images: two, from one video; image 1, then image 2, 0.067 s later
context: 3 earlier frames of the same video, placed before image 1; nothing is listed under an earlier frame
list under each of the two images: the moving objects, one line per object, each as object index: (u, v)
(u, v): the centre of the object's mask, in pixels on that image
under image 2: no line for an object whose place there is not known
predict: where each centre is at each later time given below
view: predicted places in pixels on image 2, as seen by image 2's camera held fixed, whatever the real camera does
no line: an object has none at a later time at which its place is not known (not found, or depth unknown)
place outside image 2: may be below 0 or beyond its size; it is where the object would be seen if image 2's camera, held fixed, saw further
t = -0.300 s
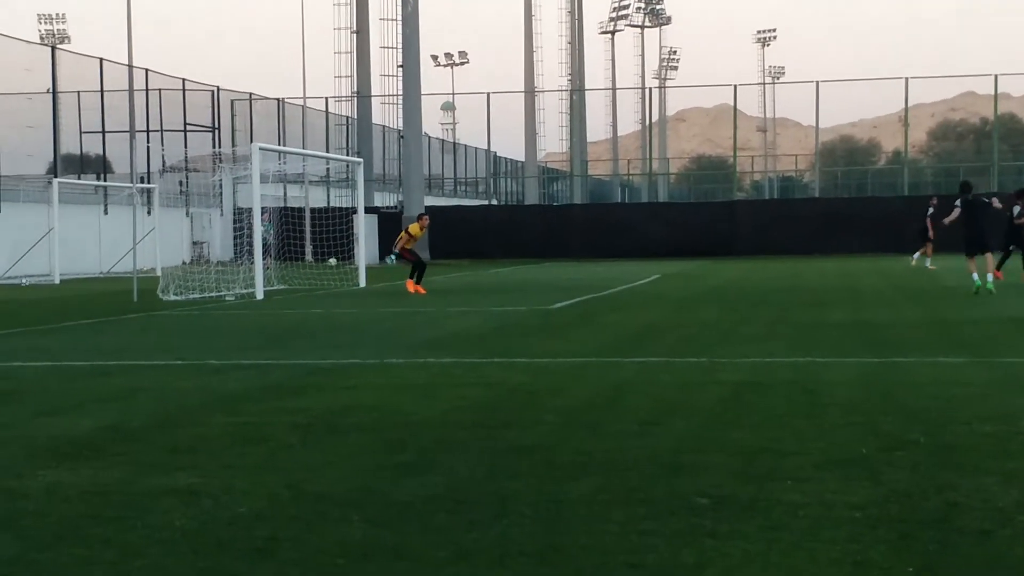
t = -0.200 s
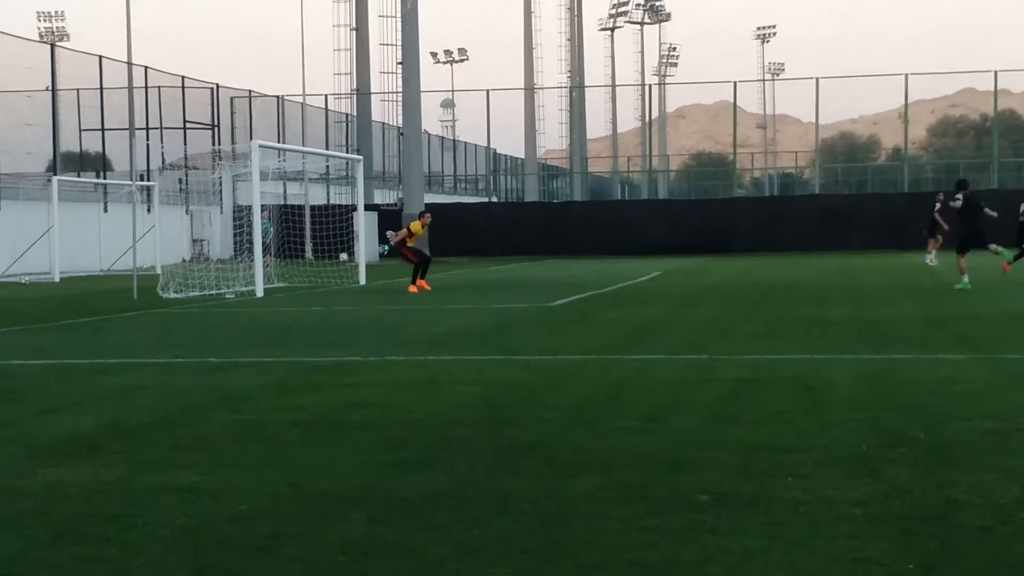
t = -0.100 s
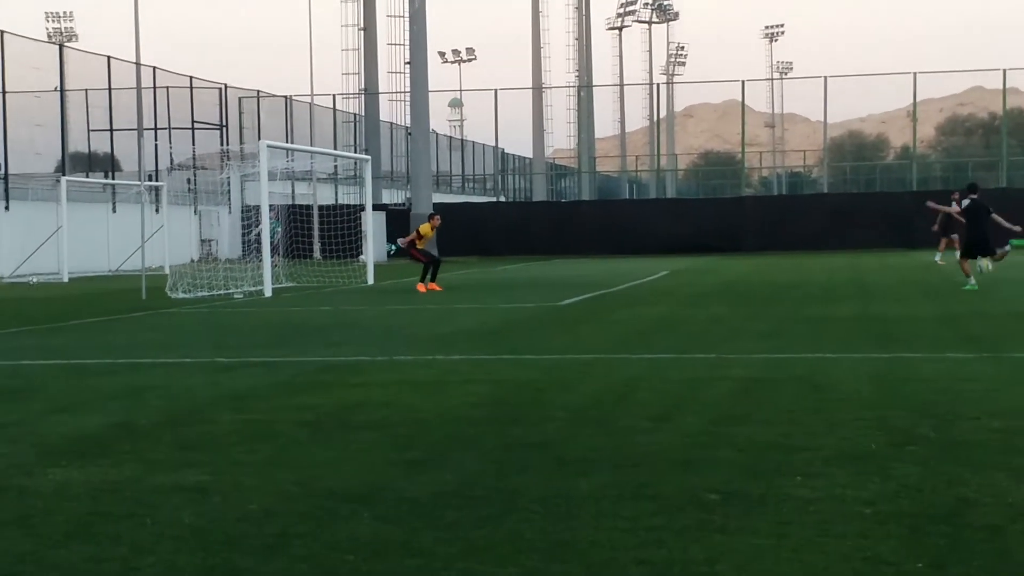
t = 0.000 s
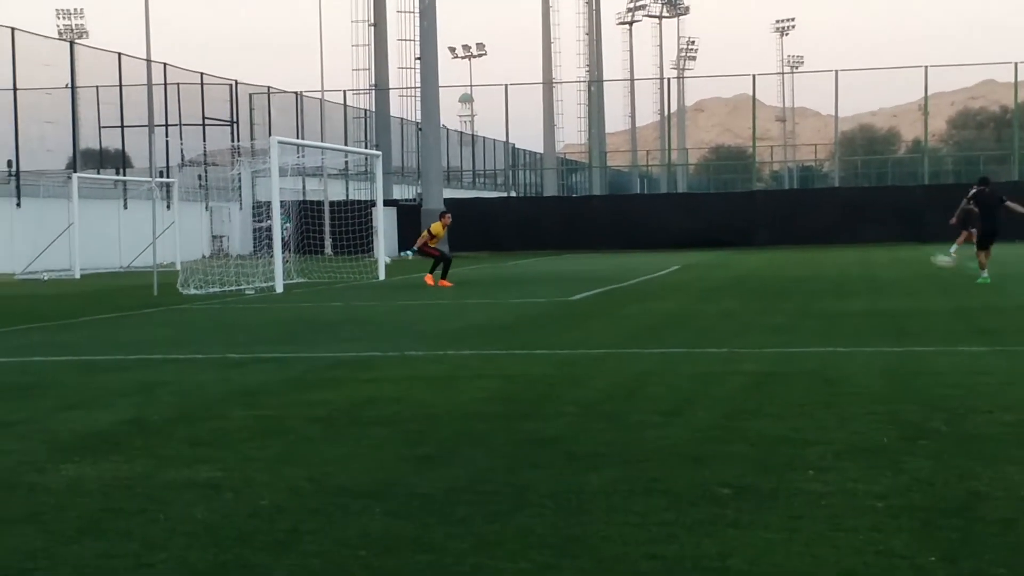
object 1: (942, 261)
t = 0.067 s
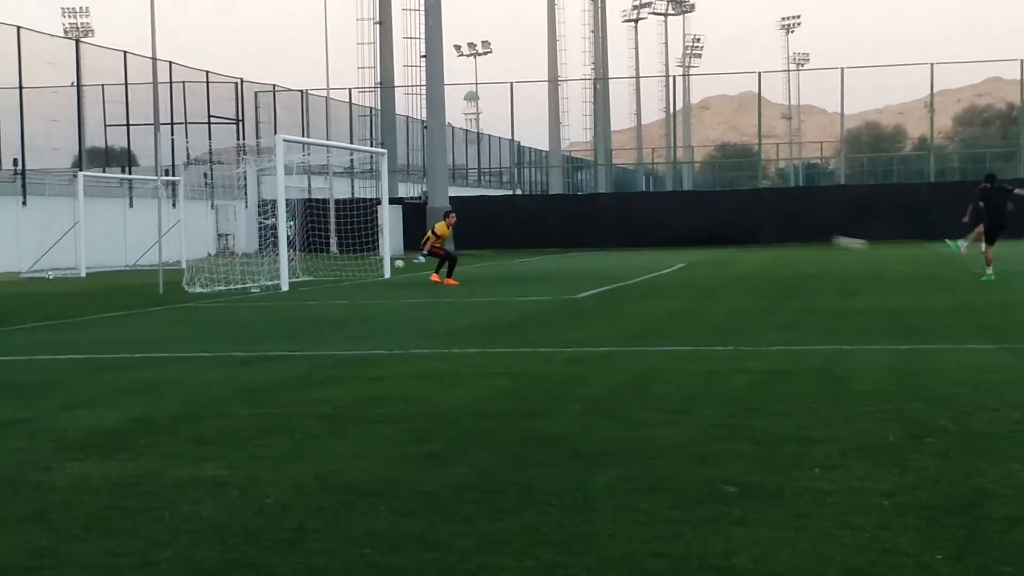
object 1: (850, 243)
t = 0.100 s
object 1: (799, 236)
